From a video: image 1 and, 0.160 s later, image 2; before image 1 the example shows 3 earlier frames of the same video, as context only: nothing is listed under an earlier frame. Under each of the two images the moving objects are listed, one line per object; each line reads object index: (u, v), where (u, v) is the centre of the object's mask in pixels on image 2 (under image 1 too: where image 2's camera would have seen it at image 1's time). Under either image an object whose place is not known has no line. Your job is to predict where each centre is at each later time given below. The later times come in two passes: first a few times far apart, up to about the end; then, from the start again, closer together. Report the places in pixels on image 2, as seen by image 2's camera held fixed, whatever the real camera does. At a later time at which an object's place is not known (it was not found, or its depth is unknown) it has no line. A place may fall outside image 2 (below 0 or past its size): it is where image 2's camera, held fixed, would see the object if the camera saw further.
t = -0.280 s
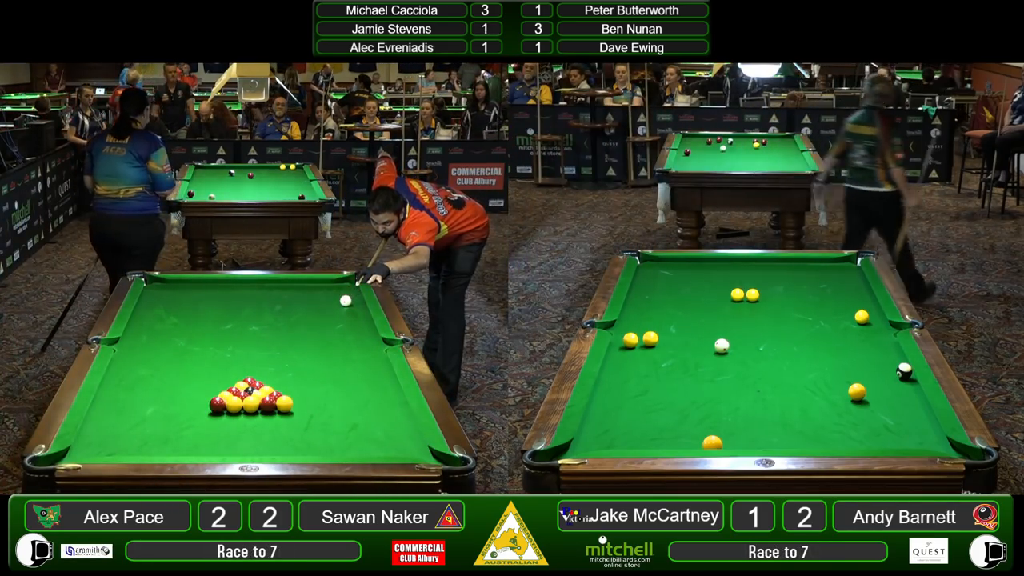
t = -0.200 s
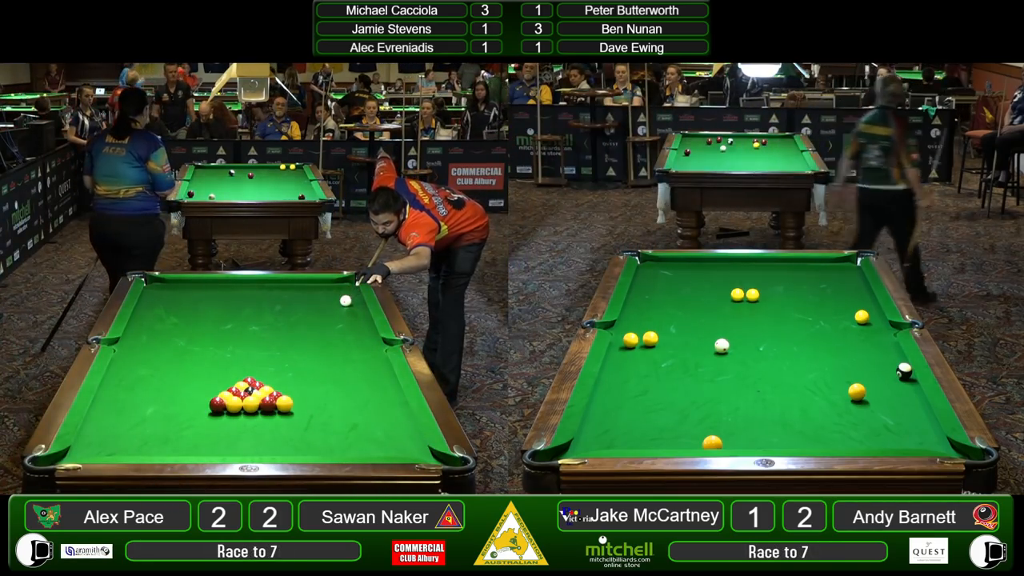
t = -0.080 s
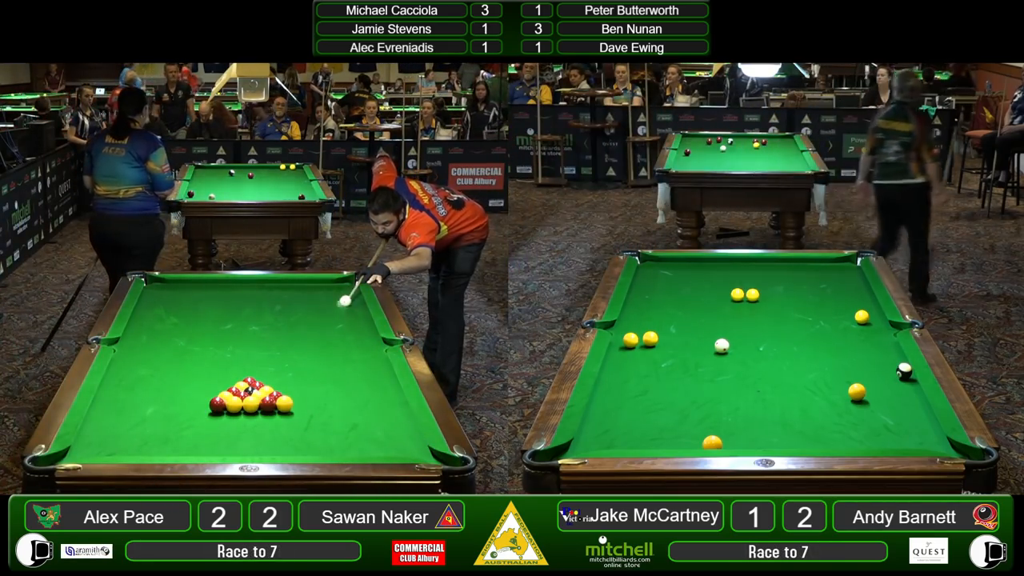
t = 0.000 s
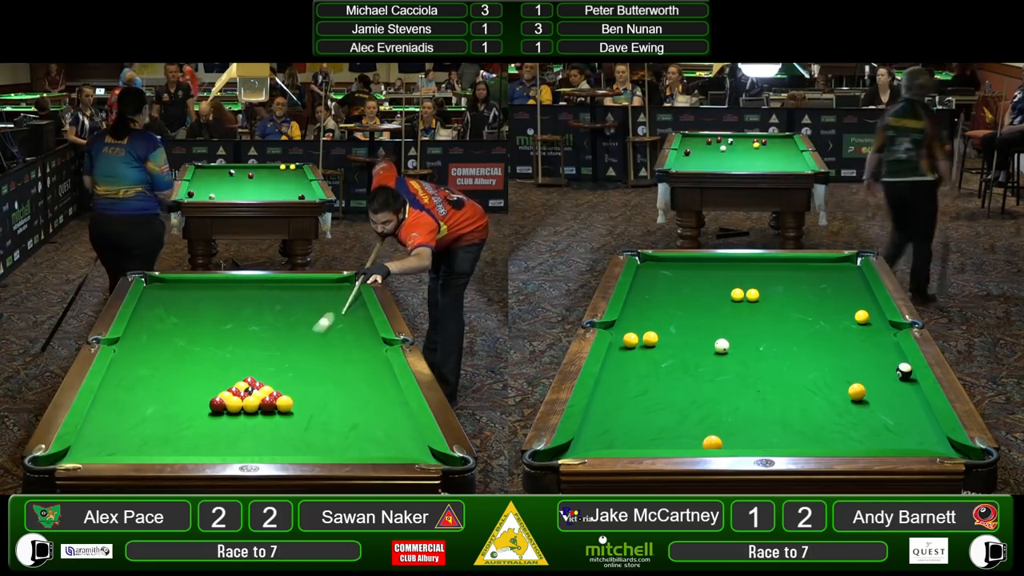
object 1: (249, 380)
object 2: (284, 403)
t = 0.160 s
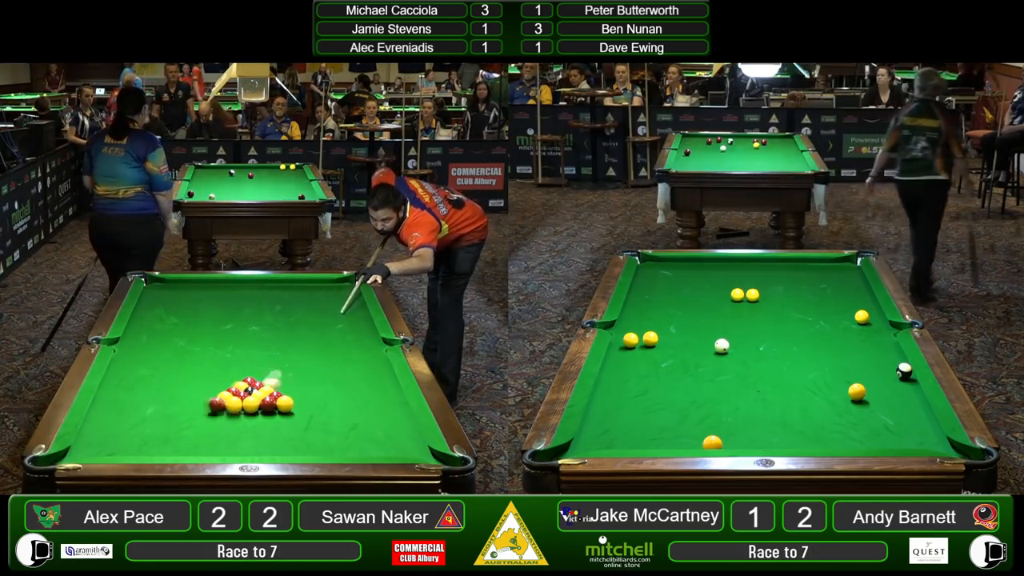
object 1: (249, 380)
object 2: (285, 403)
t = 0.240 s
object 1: (244, 379)
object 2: (291, 406)
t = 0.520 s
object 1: (226, 370)
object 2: (314, 418)
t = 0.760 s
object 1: (213, 364)
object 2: (333, 428)
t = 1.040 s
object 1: (200, 357)
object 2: (354, 439)
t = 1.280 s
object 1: (190, 352)
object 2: (372, 447)
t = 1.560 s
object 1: (181, 347)
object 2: (389, 450)
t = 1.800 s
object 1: (173, 343)
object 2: (397, 447)
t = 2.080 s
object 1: (166, 340)
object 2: (404, 444)
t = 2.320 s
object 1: (161, 337)
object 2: (410, 441)
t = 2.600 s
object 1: (156, 335)
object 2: (415, 438)
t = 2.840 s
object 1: (153, 333)
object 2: (413, 437)
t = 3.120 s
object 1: (151, 332)
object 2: (413, 437)
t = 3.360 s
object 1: (150, 331)
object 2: (413, 437)
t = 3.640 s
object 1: (150, 331)
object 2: (413, 437)
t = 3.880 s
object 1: (150, 331)
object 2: (413, 437)
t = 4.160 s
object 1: (150, 331)
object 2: (413, 437)
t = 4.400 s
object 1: (150, 331)
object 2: (413, 437)
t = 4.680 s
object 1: (150, 331)
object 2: (413, 437)
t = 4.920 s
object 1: (150, 331)
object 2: (413, 437)
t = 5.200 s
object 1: (150, 331)
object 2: (413, 437)
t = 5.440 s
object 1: (150, 331)
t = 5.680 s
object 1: (150, 331)
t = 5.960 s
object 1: (150, 331)
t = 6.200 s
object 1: (150, 331)
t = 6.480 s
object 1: (150, 331)
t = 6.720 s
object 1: (150, 331)
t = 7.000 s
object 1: (150, 331)
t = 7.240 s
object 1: (150, 331)
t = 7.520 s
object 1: (150, 331)
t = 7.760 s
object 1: (150, 331)
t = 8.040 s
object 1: (150, 331)
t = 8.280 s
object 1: (150, 331)
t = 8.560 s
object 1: (150, 331)
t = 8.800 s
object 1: (150, 331)
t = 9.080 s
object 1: (150, 331)
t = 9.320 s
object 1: (150, 331)
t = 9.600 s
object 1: (150, 331)
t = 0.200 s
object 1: (247, 380)
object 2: (288, 404)
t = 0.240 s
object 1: (244, 379)
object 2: (291, 406)
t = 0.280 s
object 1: (241, 378)
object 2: (295, 408)
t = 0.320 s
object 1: (238, 376)
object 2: (298, 409)
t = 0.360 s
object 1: (235, 375)
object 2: (301, 411)
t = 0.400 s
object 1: (233, 374)
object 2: (304, 412)
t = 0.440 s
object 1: (231, 373)
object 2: (308, 414)
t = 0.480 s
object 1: (228, 371)
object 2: (311, 416)
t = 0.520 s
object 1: (226, 370)
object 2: (314, 418)
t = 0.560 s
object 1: (224, 370)
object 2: (317, 420)
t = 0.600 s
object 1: (221, 368)
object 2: (320, 421)
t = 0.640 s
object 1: (219, 367)
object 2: (323, 423)
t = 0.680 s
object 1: (217, 366)
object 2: (327, 425)
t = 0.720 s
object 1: (215, 365)
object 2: (330, 426)
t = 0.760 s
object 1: (213, 364)
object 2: (333, 428)
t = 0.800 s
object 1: (211, 363)
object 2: (336, 429)
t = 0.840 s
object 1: (209, 362)
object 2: (339, 431)
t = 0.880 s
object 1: (207, 361)
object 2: (342, 432)
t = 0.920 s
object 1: (206, 360)
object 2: (345, 434)
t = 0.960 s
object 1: (204, 359)
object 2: (348, 436)
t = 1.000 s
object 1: (202, 358)
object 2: (351, 437)
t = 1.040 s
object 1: (200, 357)
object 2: (354, 439)
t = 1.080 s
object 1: (198, 356)
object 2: (357, 440)
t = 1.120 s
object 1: (197, 355)
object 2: (360, 442)
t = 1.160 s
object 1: (195, 354)
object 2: (364, 443)
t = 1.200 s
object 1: (193, 354)
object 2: (366, 444)
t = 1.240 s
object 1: (192, 353)
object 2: (369, 446)
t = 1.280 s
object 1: (190, 352)
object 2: (372, 447)
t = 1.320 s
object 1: (189, 351)
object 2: (375, 448)
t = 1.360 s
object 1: (187, 351)
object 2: (378, 449)
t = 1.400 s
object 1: (186, 350)
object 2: (381, 450)
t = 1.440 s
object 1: (184, 349)
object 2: (383, 451)
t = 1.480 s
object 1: (183, 349)
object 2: (386, 451)
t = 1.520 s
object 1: (182, 348)
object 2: (388, 451)
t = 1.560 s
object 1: (181, 347)
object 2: (389, 450)
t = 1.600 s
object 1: (179, 346)
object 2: (390, 450)
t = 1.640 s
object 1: (178, 346)
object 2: (392, 449)
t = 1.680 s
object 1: (177, 345)
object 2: (393, 449)
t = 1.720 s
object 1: (175, 345)
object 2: (394, 448)
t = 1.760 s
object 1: (174, 344)
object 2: (395, 448)
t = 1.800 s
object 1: (173, 343)
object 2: (397, 447)
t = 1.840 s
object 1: (172, 343)
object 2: (398, 447)
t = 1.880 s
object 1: (171, 342)
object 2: (399, 447)
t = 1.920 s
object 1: (170, 342)
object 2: (400, 446)
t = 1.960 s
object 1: (169, 341)
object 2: (401, 446)
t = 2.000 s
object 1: (168, 341)
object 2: (402, 445)
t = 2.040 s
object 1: (167, 340)
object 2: (403, 445)
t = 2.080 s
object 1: (166, 340)
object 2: (404, 444)
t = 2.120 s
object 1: (165, 339)
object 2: (406, 443)
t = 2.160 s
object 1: (164, 339)
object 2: (406, 443)
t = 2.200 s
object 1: (163, 338)
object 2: (407, 442)
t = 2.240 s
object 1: (162, 338)
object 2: (408, 442)
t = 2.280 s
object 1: (161, 338)
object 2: (409, 441)
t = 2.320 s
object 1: (161, 337)
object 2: (410, 441)
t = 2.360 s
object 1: (160, 337)
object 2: (411, 441)
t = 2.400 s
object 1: (159, 336)
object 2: (411, 440)
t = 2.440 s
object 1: (159, 336)
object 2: (412, 440)
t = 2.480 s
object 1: (158, 336)
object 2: (413, 439)
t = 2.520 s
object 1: (157, 335)
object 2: (414, 439)
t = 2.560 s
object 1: (157, 335)
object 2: (414, 439)
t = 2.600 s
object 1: (156, 335)
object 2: (415, 438)
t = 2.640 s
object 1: (156, 334)
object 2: (415, 438)
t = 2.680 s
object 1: (155, 334)
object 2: (414, 438)
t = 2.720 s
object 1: (155, 334)
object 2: (414, 438)
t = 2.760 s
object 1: (154, 333)
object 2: (414, 438)
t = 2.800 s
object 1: (154, 333)
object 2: (413, 437)
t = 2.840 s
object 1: (153, 333)
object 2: (413, 437)
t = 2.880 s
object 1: (153, 333)
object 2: (413, 437)
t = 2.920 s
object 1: (152, 333)
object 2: (413, 437)
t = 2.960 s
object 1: (152, 332)
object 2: (413, 437)
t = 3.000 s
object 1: (152, 332)
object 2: (413, 437)
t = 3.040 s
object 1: (152, 332)
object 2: (413, 437)
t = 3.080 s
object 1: (151, 332)
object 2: (413, 437)
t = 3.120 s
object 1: (151, 332)
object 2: (413, 437)
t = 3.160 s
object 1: (151, 332)
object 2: (413, 437)
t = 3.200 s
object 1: (151, 332)
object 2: (413, 437)
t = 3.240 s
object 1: (151, 332)
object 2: (413, 437)
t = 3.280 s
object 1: (151, 331)
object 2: (413, 437)
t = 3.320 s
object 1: (151, 331)
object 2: (413, 437)
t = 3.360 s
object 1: (150, 331)
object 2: (413, 437)
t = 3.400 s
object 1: (150, 331)
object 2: (413, 437)
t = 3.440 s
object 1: (150, 331)
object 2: (413, 437)
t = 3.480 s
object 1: (150, 331)
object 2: (413, 437)
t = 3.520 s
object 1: (150, 331)
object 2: (413, 437)
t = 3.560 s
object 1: (150, 331)
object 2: (413, 437)
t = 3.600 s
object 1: (150, 331)
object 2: (413, 437)
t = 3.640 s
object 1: (150, 331)
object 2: (413, 437)
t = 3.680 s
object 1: (150, 331)
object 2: (413, 437)
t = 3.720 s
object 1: (150, 331)
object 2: (413, 437)
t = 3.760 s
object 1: (150, 331)
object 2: (413, 437)
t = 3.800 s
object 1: (150, 331)
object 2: (413, 437)
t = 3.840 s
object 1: (150, 331)
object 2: (413, 437)
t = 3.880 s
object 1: (150, 331)
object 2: (413, 437)
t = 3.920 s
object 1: (150, 331)
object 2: (413, 437)
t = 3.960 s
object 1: (150, 331)
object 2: (413, 437)
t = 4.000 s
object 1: (150, 331)
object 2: (413, 437)
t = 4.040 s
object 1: (150, 331)
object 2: (413, 437)
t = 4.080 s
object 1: (150, 331)
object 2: (413, 437)
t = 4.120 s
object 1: (150, 331)
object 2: (413, 437)
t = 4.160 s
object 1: (150, 331)
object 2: (413, 437)
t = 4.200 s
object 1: (150, 331)
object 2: (413, 437)
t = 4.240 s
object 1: (150, 331)
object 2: (413, 437)
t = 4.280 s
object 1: (150, 331)
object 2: (413, 437)
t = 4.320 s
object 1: (150, 331)
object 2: (413, 437)
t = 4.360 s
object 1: (150, 331)
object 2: (413, 437)
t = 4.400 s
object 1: (150, 331)
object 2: (413, 437)
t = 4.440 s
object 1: (150, 331)
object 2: (413, 437)
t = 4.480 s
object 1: (150, 331)
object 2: (413, 437)
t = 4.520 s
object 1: (150, 331)
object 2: (413, 437)
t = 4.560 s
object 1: (150, 331)
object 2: (413, 437)
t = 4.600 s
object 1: (150, 331)
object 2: (413, 437)
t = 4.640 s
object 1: (150, 331)
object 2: (413, 437)
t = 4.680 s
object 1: (150, 331)
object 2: (413, 437)
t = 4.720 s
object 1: (150, 331)
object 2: (413, 437)
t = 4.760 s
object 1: (150, 331)
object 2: (413, 437)
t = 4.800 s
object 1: (150, 331)
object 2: (413, 437)
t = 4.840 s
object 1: (150, 331)
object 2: (413, 437)
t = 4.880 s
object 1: (150, 331)
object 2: (413, 437)
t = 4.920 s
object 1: (150, 331)
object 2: (413, 437)
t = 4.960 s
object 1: (150, 331)
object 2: (413, 437)
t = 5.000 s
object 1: (150, 331)
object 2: (413, 437)
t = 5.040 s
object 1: (150, 331)
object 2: (413, 437)
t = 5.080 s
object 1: (150, 331)
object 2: (413, 437)
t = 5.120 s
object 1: (150, 331)
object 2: (413, 437)
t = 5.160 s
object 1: (150, 331)
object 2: (413, 437)
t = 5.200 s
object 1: (150, 331)
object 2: (413, 437)
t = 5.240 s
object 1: (150, 331)
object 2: (413, 437)
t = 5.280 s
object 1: (150, 331)
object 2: (413, 437)
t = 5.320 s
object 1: (150, 331)
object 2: (413, 437)
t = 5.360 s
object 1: (150, 331)
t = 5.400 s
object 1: (150, 331)
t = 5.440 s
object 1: (150, 331)
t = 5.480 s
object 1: (150, 331)
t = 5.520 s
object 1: (150, 331)
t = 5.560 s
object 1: (150, 331)
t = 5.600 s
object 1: (150, 331)
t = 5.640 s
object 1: (150, 331)
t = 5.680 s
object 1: (150, 331)
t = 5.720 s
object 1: (150, 331)
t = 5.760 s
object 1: (150, 331)
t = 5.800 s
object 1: (150, 331)
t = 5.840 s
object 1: (150, 331)
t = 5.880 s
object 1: (150, 331)
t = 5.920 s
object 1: (150, 331)
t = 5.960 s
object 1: (150, 331)
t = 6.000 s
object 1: (150, 331)
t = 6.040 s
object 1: (150, 331)
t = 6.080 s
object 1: (150, 331)
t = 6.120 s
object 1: (150, 331)
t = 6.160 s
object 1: (150, 331)
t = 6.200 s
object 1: (150, 331)
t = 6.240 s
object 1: (150, 331)
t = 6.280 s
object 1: (150, 331)
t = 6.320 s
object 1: (150, 331)
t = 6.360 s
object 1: (150, 331)
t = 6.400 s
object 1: (150, 331)
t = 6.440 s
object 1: (150, 331)
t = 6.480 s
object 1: (150, 331)
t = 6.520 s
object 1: (150, 331)
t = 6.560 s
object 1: (150, 331)
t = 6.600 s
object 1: (150, 331)
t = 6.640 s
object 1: (150, 331)
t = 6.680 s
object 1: (150, 331)
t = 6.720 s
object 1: (150, 331)
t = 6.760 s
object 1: (150, 331)
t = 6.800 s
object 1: (150, 331)
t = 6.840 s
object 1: (150, 331)
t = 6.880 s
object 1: (150, 331)
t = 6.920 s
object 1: (150, 331)
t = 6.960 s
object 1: (150, 331)
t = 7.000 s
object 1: (150, 331)
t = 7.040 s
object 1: (150, 331)
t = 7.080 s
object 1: (150, 331)
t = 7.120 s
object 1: (150, 331)
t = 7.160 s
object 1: (150, 331)
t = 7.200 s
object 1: (150, 331)
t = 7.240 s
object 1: (150, 331)
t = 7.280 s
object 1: (150, 331)
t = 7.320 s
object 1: (150, 331)
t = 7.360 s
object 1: (150, 331)
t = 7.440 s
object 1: (150, 331)
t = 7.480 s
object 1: (150, 331)
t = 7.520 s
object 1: (150, 331)
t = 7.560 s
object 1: (150, 331)
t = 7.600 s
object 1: (150, 331)
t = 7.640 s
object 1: (150, 331)
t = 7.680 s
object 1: (150, 331)
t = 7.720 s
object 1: (150, 331)
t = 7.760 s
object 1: (150, 331)
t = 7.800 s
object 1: (150, 331)
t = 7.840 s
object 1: (150, 331)
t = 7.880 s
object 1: (150, 331)
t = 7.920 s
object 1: (150, 331)
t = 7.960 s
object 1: (150, 331)
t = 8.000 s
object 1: (150, 331)
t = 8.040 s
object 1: (150, 331)
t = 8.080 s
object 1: (150, 331)
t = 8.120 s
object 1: (150, 331)
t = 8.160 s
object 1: (150, 331)
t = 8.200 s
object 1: (150, 331)
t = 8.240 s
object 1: (150, 331)
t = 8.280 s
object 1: (150, 331)
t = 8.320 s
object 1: (150, 331)
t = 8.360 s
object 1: (150, 331)
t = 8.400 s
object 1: (150, 331)
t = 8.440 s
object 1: (150, 331)
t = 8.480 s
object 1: (150, 331)
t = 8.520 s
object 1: (150, 331)
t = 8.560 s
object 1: (150, 331)
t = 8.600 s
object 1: (150, 331)
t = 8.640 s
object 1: (150, 331)
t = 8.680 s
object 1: (150, 331)
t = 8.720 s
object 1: (150, 331)
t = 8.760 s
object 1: (150, 331)
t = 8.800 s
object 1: (150, 331)
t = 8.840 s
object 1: (150, 331)
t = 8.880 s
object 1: (150, 331)
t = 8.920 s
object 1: (150, 331)
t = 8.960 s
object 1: (150, 331)
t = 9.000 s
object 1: (150, 331)
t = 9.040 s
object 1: (150, 331)
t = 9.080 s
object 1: (150, 331)
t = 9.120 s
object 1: (150, 331)
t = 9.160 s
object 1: (150, 331)
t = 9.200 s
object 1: (150, 331)
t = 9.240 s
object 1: (150, 331)
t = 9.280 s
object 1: (150, 331)
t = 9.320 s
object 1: (150, 331)
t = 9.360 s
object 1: (150, 331)
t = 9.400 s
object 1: (150, 331)
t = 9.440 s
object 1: (150, 331)
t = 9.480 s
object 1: (150, 331)
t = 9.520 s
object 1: (150, 331)
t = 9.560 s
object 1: (150, 331)
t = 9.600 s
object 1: (150, 331)
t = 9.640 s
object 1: (150, 331)
